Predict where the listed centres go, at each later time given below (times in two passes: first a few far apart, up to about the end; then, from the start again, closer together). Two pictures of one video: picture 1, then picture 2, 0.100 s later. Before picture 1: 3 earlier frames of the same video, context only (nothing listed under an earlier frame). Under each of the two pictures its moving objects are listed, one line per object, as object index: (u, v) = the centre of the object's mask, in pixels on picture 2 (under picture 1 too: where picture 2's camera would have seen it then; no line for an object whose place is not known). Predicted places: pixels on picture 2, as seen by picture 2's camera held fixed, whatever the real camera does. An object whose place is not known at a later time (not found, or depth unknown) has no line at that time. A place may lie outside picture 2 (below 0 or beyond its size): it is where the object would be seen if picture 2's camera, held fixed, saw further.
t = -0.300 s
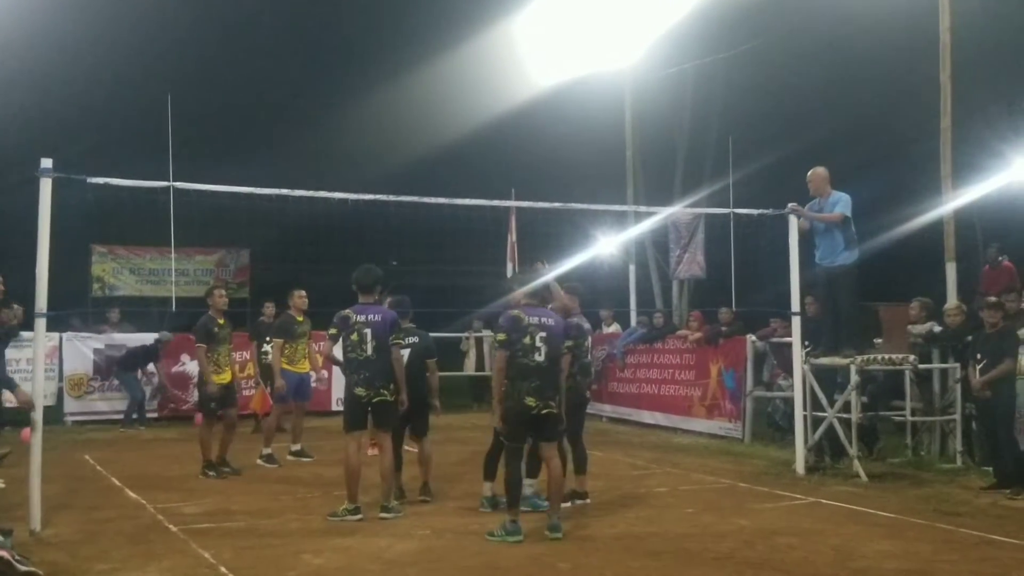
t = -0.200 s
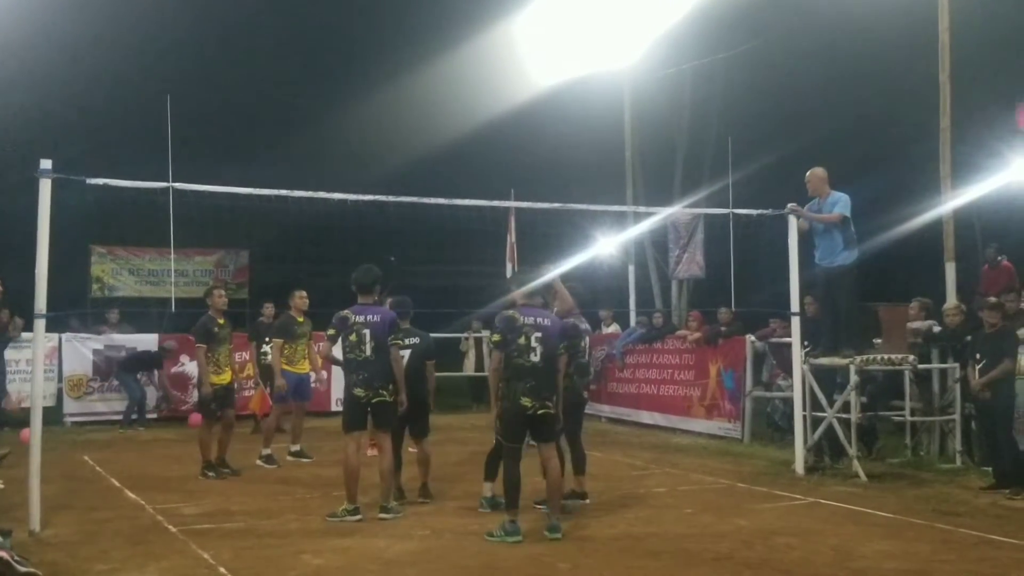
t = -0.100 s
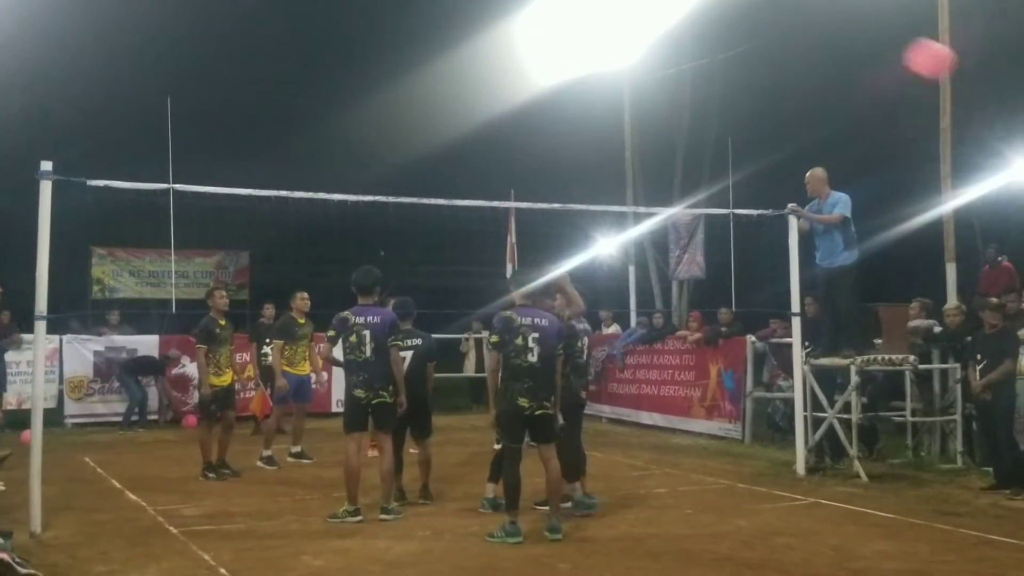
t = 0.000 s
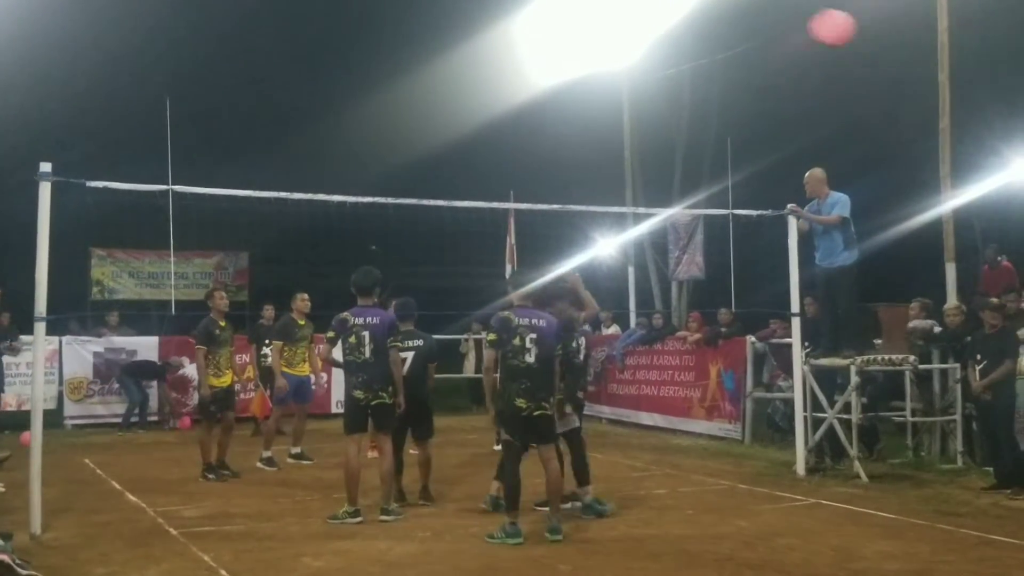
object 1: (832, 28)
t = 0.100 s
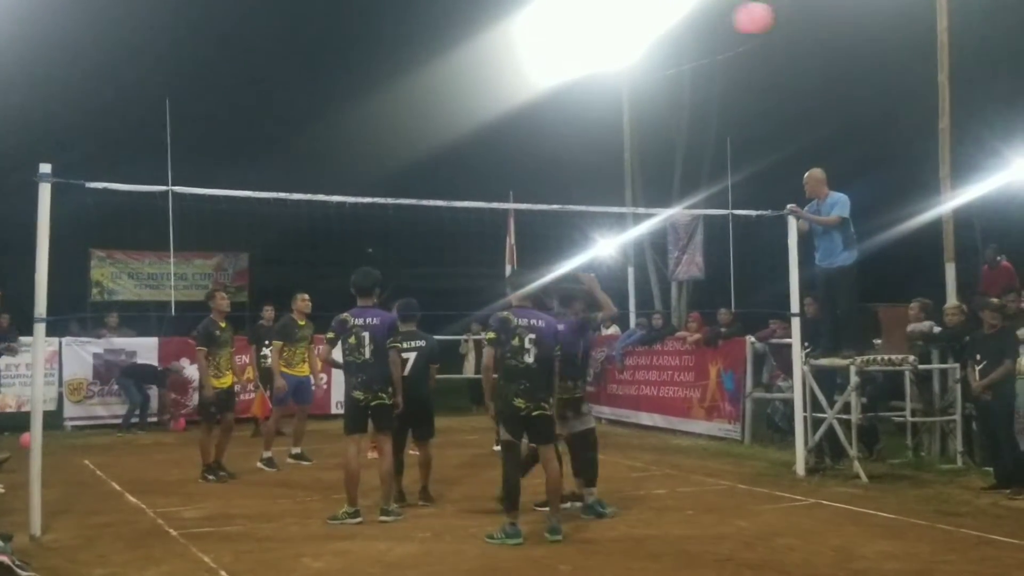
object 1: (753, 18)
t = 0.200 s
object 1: (690, 25)
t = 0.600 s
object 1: (497, 153)
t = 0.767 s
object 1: (444, 238)
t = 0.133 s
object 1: (729, 18)
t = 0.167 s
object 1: (706, 21)
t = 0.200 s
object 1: (690, 25)
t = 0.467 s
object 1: (548, 99)
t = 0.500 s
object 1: (533, 110)
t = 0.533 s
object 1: (521, 123)
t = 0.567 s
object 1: (508, 137)
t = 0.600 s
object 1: (497, 153)
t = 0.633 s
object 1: (485, 169)
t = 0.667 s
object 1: (474, 185)
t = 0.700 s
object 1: (464, 202)
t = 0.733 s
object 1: (454, 221)
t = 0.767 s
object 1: (444, 238)
